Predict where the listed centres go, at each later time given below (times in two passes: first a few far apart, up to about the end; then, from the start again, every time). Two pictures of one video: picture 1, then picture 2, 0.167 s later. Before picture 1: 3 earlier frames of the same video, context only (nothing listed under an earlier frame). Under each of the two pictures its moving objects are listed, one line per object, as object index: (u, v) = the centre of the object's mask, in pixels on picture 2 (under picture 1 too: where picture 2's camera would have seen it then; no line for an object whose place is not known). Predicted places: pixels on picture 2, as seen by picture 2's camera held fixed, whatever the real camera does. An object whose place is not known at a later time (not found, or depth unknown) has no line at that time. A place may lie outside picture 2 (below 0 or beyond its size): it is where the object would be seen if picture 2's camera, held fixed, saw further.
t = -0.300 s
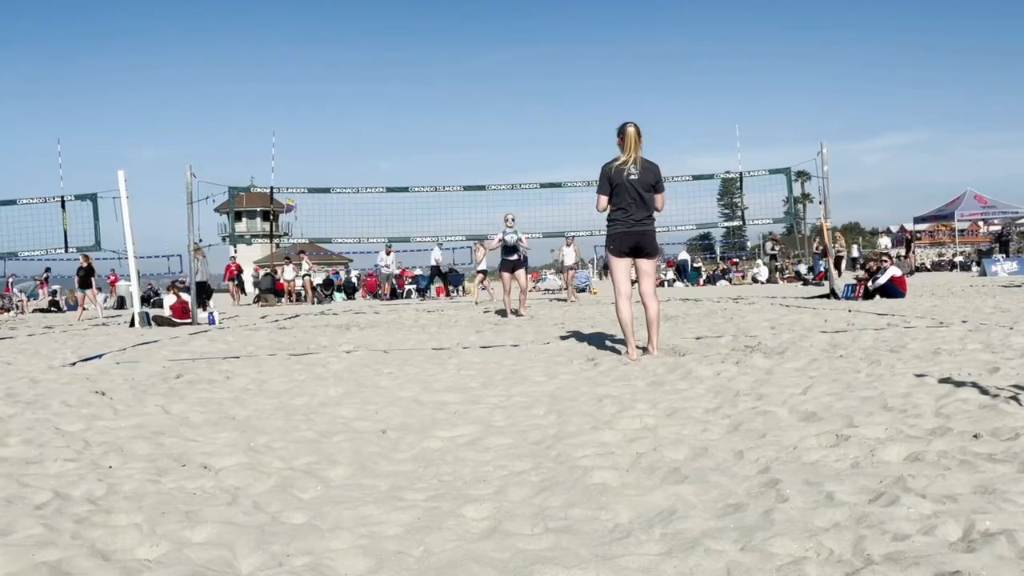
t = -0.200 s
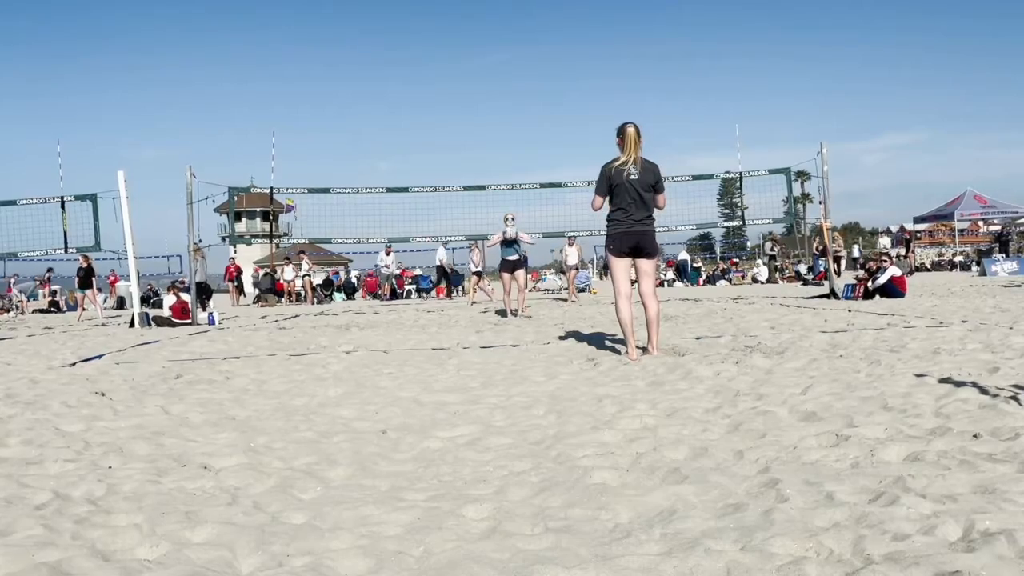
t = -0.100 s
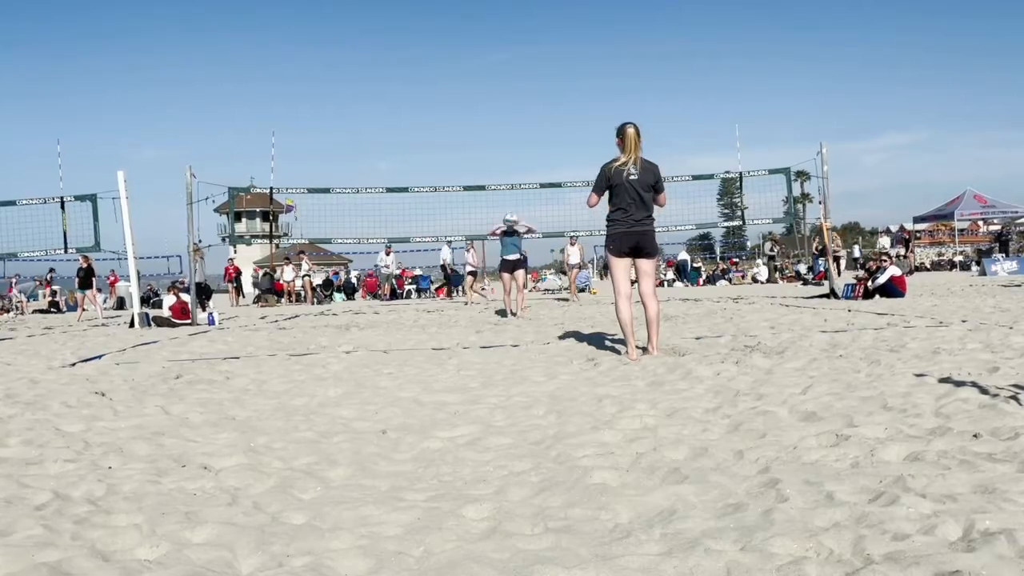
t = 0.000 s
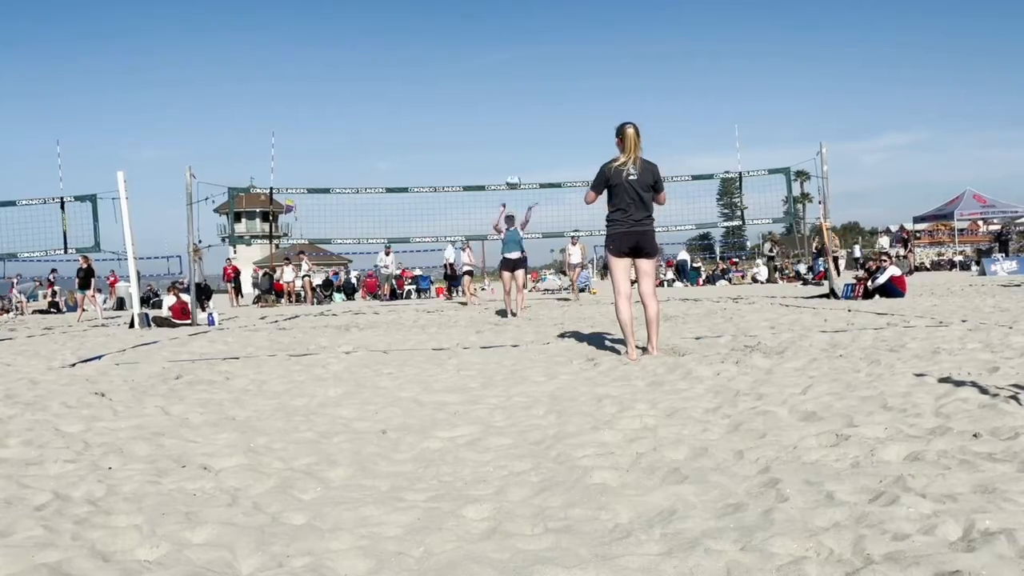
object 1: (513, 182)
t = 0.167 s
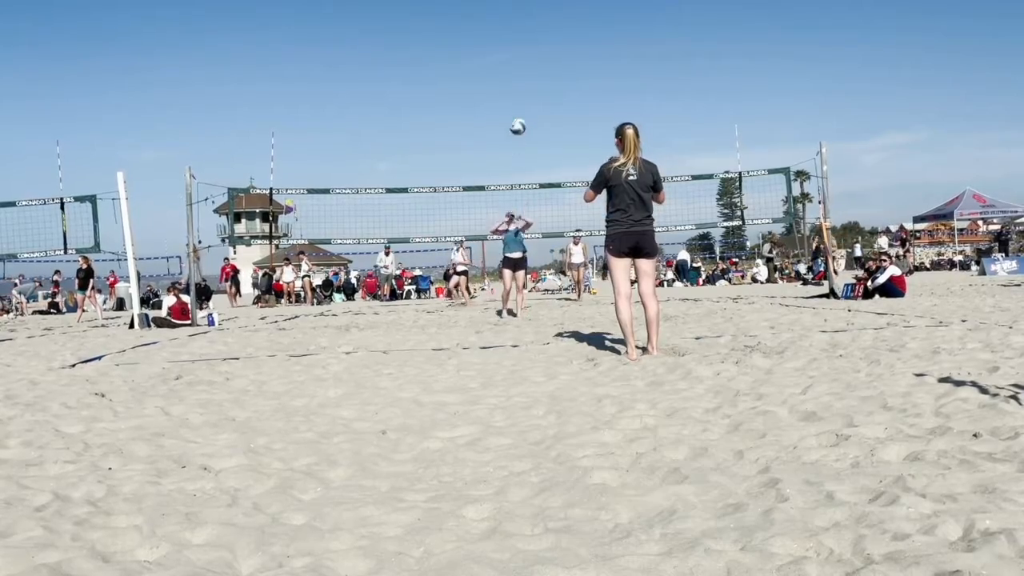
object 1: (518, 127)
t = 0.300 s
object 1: (523, 94)
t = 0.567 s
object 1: (539, 68)
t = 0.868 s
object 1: (566, 123)
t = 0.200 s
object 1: (519, 117)
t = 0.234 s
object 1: (520, 109)
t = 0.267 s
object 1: (521, 101)
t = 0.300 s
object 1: (523, 94)
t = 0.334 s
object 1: (524, 87)
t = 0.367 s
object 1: (526, 82)
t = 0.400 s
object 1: (528, 78)
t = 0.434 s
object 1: (530, 74)
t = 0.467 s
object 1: (532, 71)
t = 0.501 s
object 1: (535, 69)
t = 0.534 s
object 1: (537, 68)
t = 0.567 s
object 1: (539, 68)
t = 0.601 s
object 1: (541, 70)
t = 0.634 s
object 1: (544, 72)
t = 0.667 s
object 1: (547, 76)
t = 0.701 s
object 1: (550, 80)
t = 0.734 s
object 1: (553, 86)
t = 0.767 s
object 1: (556, 94)
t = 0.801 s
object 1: (559, 102)
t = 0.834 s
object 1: (562, 112)
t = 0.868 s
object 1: (566, 123)
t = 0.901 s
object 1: (569, 135)
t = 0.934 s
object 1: (573, 149)
